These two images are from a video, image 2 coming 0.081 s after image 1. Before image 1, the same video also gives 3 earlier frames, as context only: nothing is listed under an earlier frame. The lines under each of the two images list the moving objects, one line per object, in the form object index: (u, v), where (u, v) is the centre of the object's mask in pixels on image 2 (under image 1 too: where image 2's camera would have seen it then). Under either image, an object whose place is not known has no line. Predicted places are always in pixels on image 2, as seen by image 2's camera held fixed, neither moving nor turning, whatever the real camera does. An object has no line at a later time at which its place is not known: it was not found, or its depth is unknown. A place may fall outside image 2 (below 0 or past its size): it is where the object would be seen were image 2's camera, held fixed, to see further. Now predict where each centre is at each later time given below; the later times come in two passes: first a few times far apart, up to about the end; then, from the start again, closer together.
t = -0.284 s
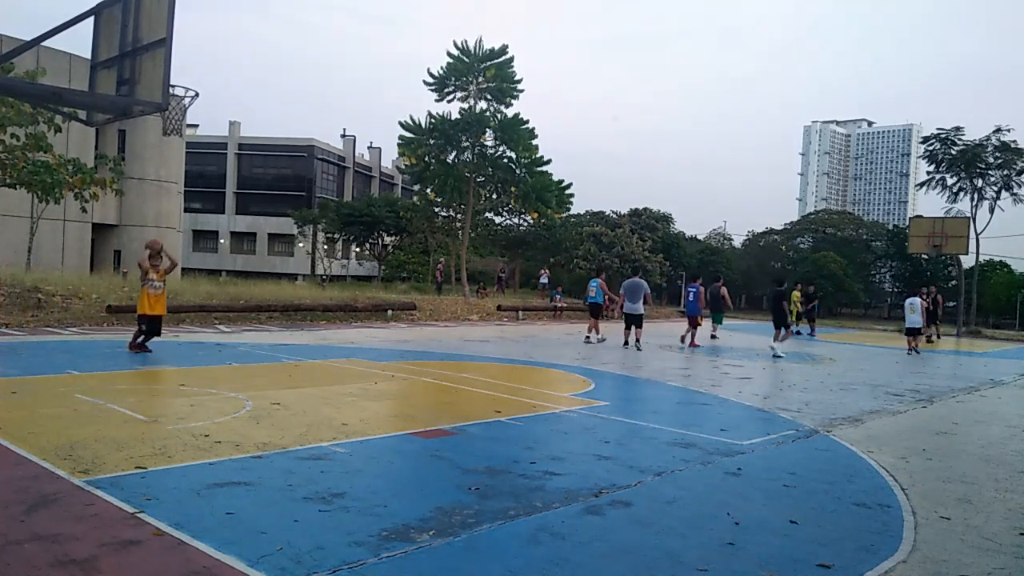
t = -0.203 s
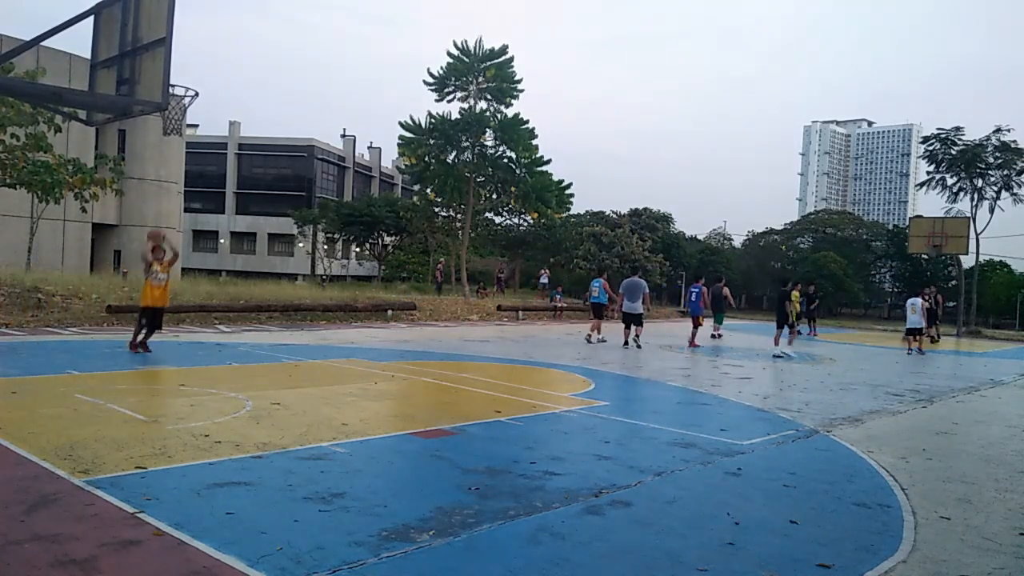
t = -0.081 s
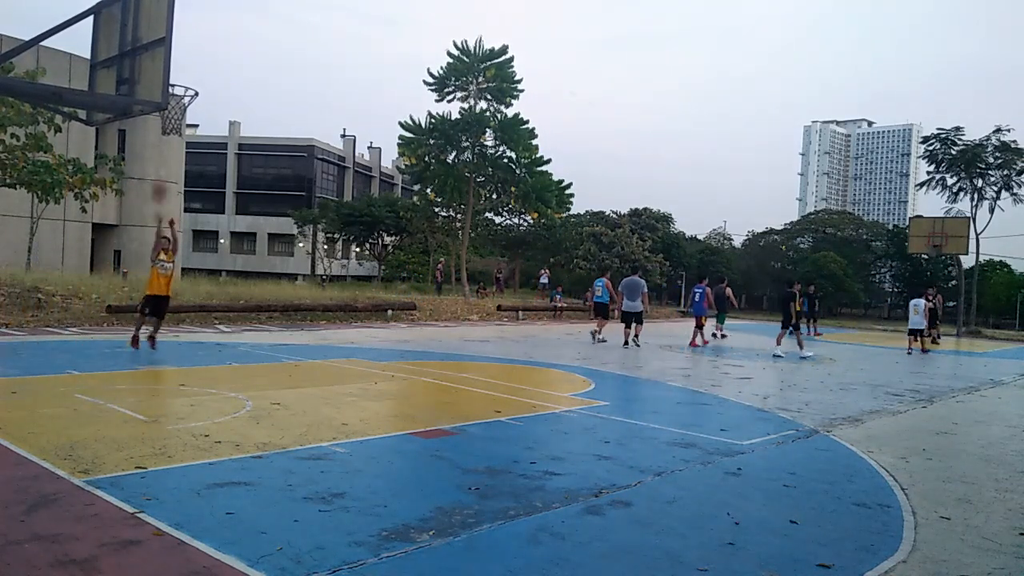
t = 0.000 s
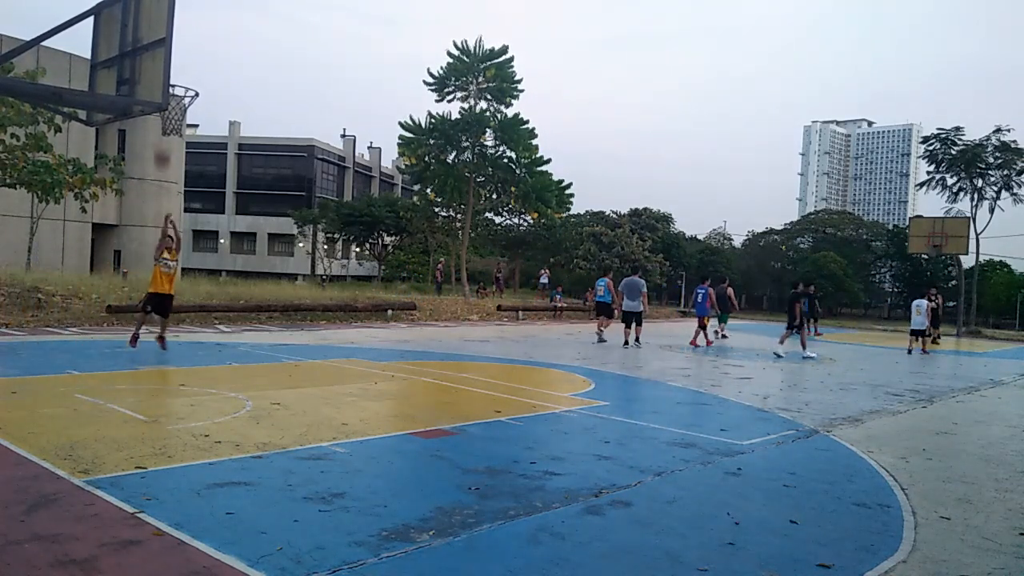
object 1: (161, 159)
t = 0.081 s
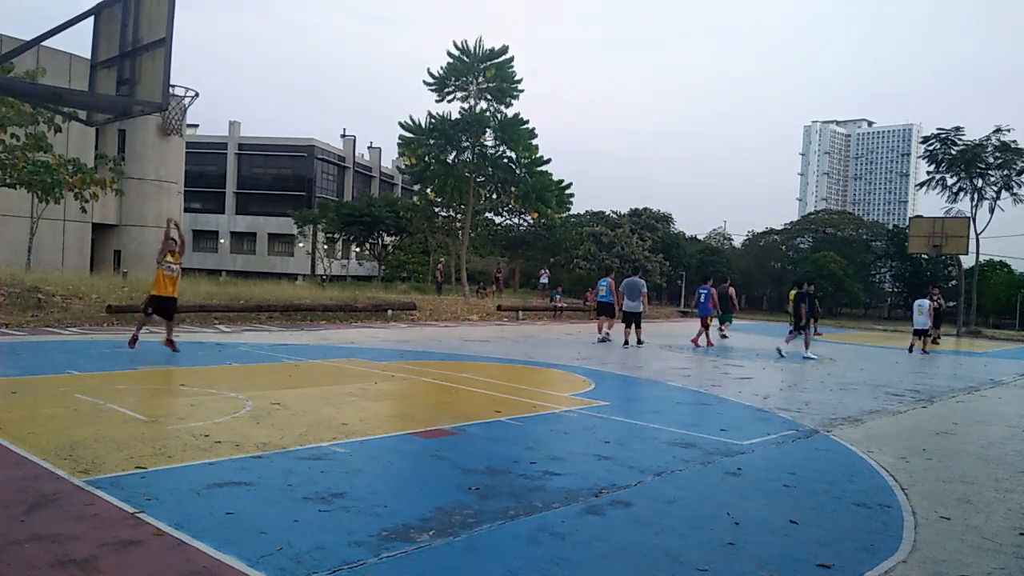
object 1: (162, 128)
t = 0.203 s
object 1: (173, 83)
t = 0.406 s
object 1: (177, 43)
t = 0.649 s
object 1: (181, 26)
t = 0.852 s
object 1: (184, 44)
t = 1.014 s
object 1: (187, 88)
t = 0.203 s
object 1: (173, 83)
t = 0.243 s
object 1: (174, 76)
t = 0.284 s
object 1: (175, 67)
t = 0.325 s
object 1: (175, 58)
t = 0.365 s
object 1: (177, 50)
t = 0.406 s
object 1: (177, 43)
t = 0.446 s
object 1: (178, 36)
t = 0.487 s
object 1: (179, 32)
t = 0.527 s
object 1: (179, 29)
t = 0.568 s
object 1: (180, 27)
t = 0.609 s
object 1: (180, 27)
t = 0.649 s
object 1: (181, 26)
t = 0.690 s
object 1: (181, 27)
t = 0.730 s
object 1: (182, 28)
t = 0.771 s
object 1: (183, 32)
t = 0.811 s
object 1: (183, 37)
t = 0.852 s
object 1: (184, 44)
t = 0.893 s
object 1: (185, 53)
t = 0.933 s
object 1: (186, 62)
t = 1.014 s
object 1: (187, 88)
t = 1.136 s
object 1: (210, 135)
